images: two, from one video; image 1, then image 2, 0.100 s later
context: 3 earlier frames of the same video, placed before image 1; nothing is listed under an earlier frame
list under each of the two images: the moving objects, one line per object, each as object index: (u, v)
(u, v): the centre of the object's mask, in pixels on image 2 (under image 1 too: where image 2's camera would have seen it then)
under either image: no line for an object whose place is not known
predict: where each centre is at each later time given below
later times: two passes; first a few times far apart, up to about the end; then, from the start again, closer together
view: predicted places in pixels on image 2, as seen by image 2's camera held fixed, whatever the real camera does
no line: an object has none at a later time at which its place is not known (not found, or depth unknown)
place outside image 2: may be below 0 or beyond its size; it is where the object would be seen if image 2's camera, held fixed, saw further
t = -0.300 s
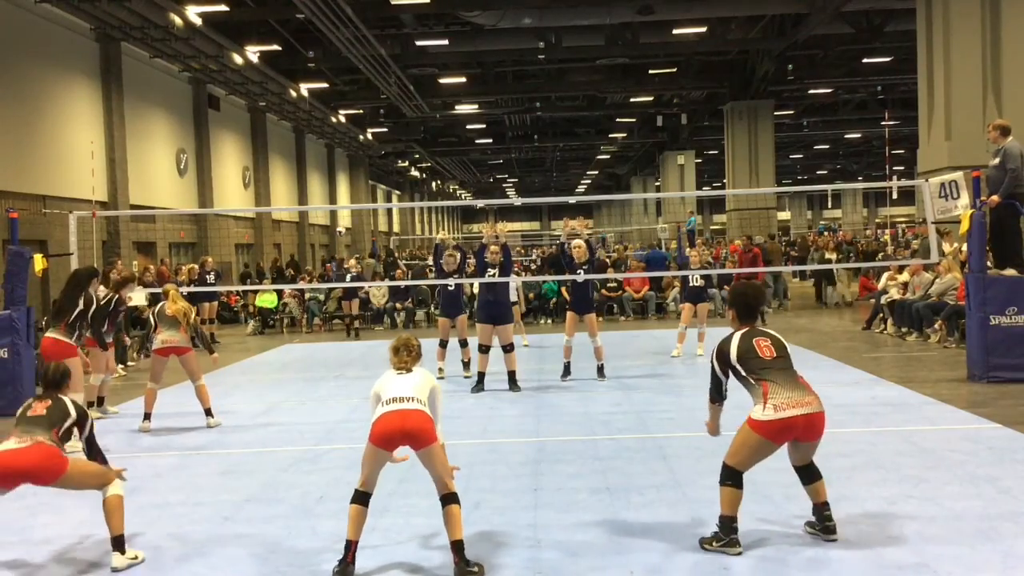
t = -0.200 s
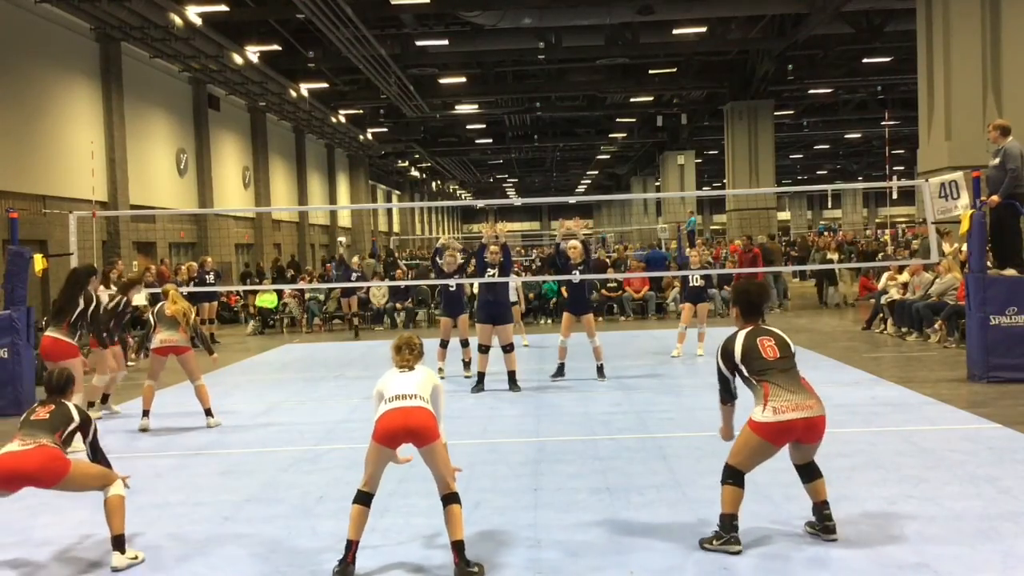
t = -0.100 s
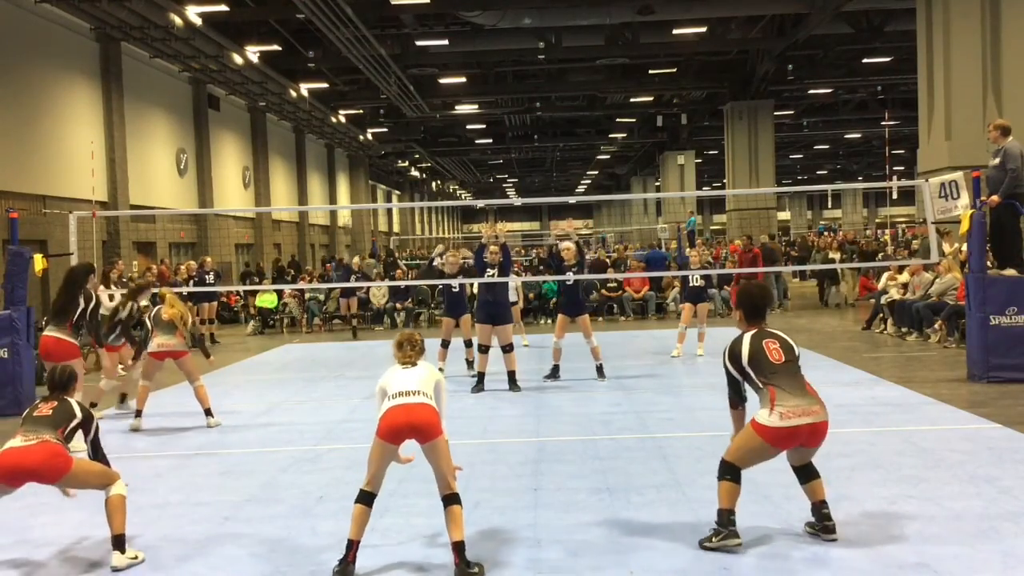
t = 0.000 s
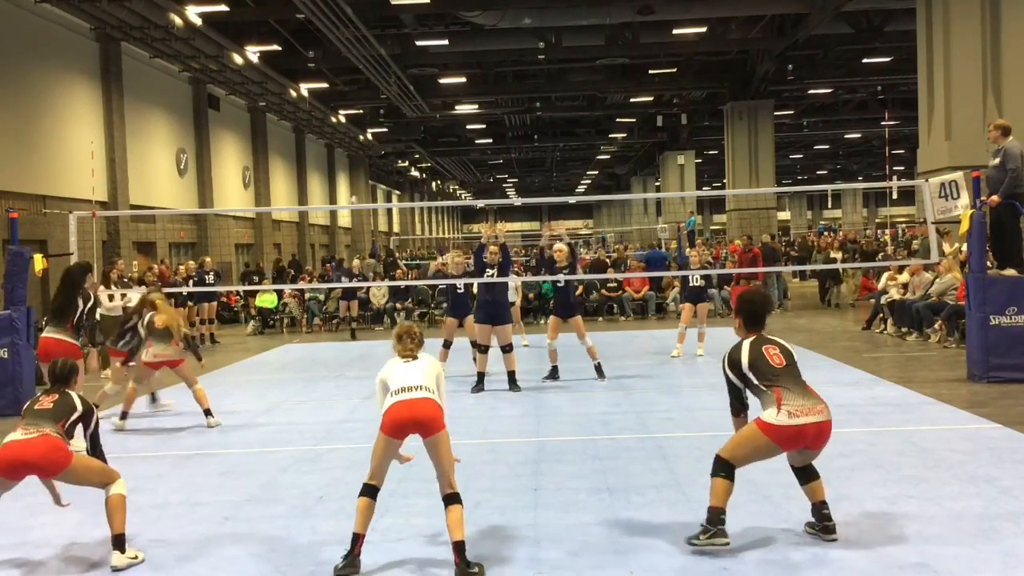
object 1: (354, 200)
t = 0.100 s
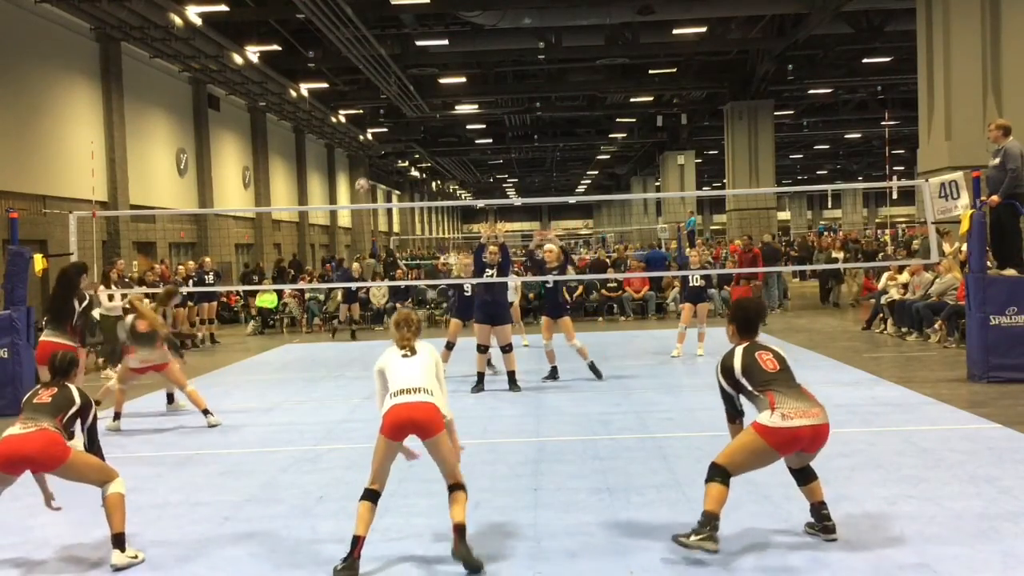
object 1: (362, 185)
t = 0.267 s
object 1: (378, 166)
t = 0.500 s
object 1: (415, 150)
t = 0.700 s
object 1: (459, 170)
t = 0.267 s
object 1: (378, 166)
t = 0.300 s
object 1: (382, 162)
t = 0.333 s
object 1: (387, 158)
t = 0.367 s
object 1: (392, 155)
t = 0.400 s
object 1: (398, 153)
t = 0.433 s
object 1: (403, 151)
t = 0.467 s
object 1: (409, 150)
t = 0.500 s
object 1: (415, 150)
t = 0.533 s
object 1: (421, 150)
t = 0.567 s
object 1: (428, 152)
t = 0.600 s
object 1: (435, 155)
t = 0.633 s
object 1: (442, 158)
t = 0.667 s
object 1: (450, 163)
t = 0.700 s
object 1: (459, 170)
